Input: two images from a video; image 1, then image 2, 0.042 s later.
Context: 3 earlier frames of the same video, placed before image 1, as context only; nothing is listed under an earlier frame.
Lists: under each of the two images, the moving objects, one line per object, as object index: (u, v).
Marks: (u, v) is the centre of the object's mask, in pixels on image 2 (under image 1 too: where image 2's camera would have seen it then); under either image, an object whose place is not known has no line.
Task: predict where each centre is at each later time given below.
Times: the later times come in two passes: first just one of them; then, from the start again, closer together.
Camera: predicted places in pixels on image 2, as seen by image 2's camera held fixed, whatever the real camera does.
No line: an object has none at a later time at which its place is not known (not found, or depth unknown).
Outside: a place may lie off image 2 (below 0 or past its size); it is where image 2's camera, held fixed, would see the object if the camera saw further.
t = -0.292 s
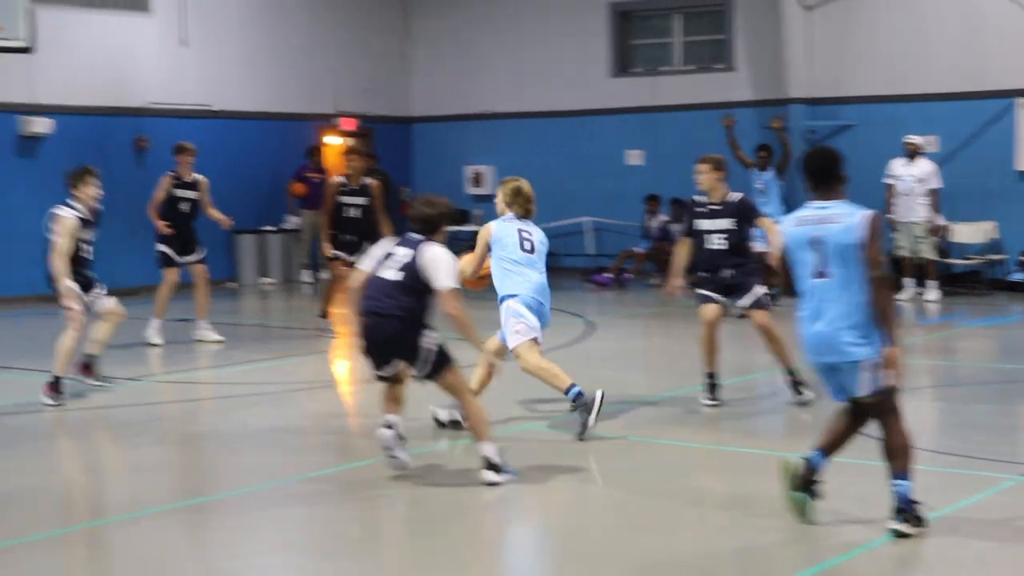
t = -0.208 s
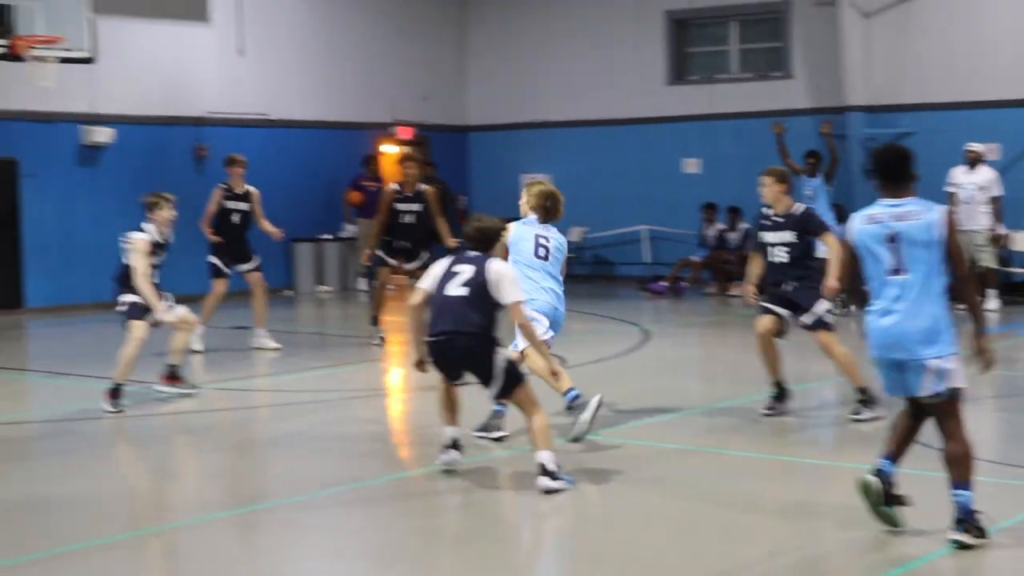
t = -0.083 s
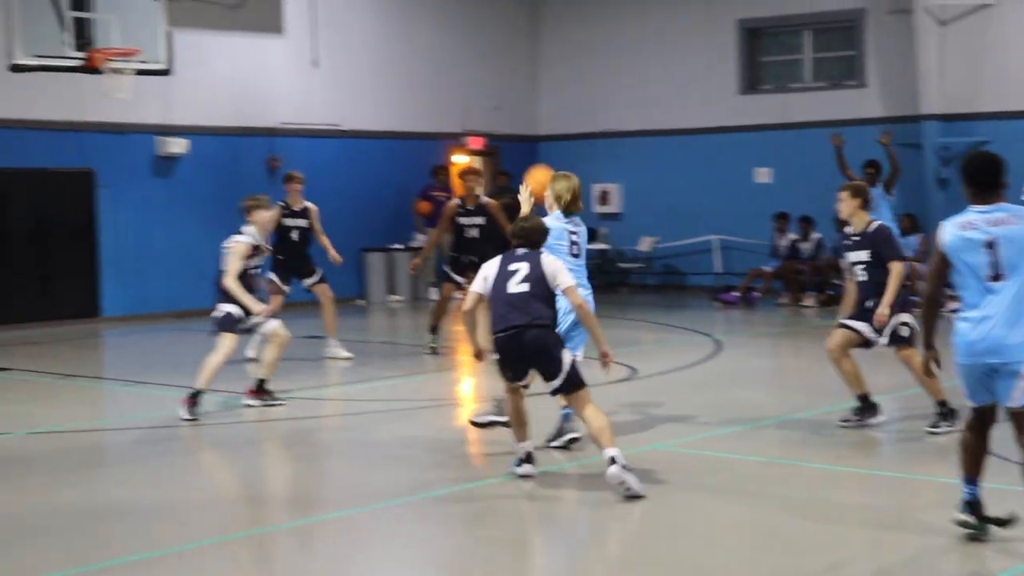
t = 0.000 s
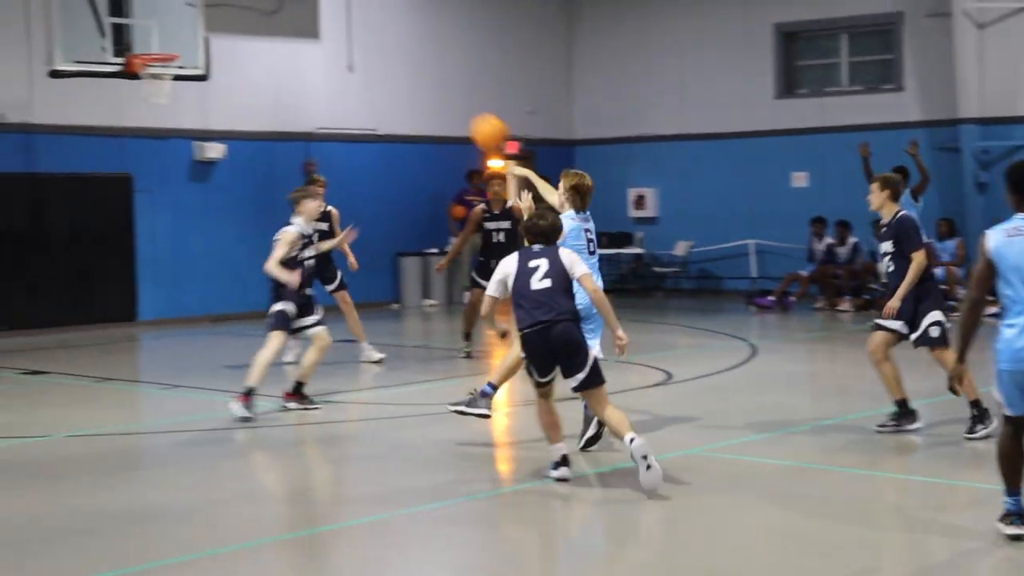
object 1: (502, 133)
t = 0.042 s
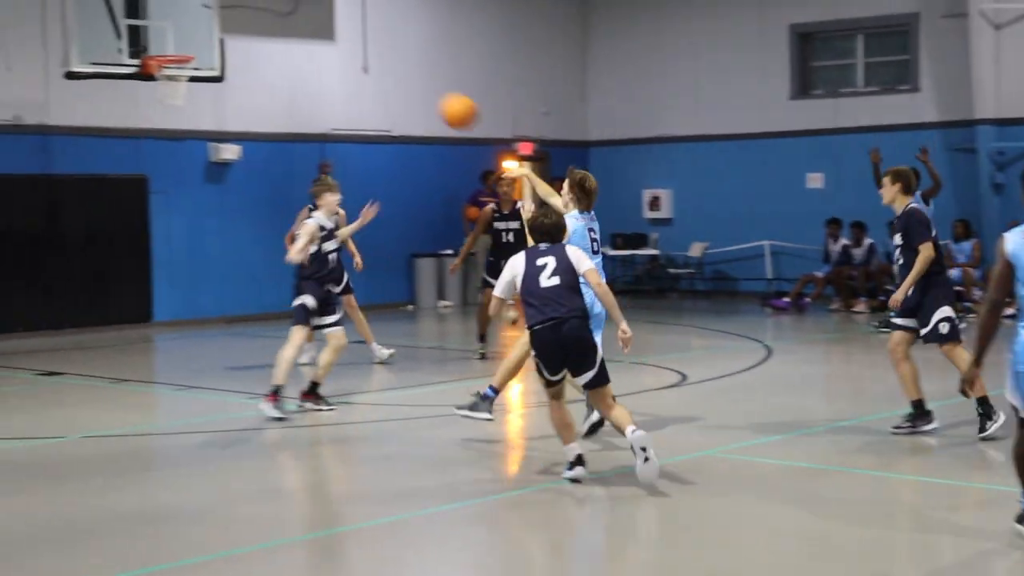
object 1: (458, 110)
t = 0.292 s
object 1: (212, 31)
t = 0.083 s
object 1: (413, 91)
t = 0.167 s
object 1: (328, 59)
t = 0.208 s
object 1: (288, 47)
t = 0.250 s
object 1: (249, 37)
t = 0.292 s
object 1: (212, 31)
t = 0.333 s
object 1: (174, 25)
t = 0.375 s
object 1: (138, 23)
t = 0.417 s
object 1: (104, 22)
